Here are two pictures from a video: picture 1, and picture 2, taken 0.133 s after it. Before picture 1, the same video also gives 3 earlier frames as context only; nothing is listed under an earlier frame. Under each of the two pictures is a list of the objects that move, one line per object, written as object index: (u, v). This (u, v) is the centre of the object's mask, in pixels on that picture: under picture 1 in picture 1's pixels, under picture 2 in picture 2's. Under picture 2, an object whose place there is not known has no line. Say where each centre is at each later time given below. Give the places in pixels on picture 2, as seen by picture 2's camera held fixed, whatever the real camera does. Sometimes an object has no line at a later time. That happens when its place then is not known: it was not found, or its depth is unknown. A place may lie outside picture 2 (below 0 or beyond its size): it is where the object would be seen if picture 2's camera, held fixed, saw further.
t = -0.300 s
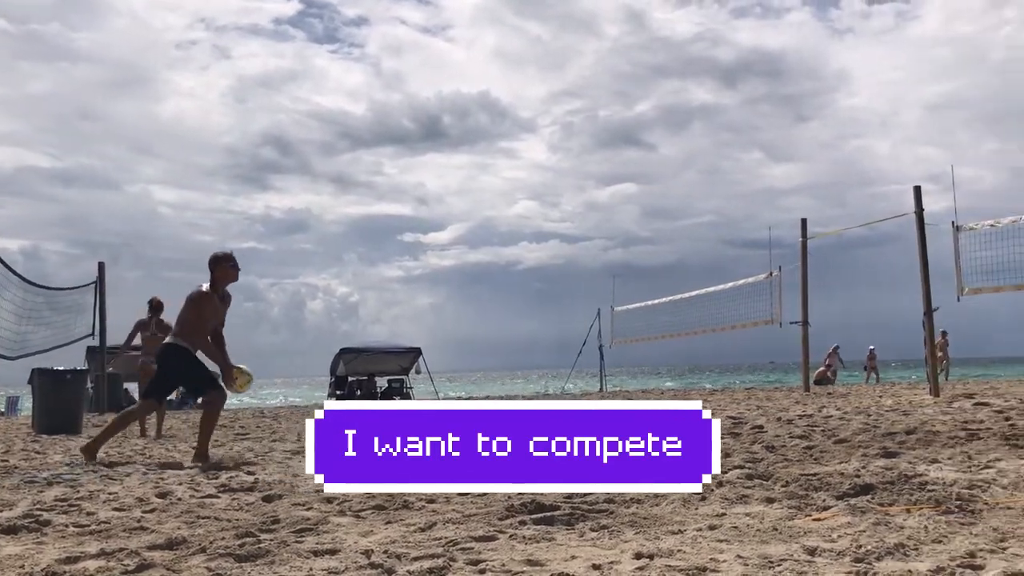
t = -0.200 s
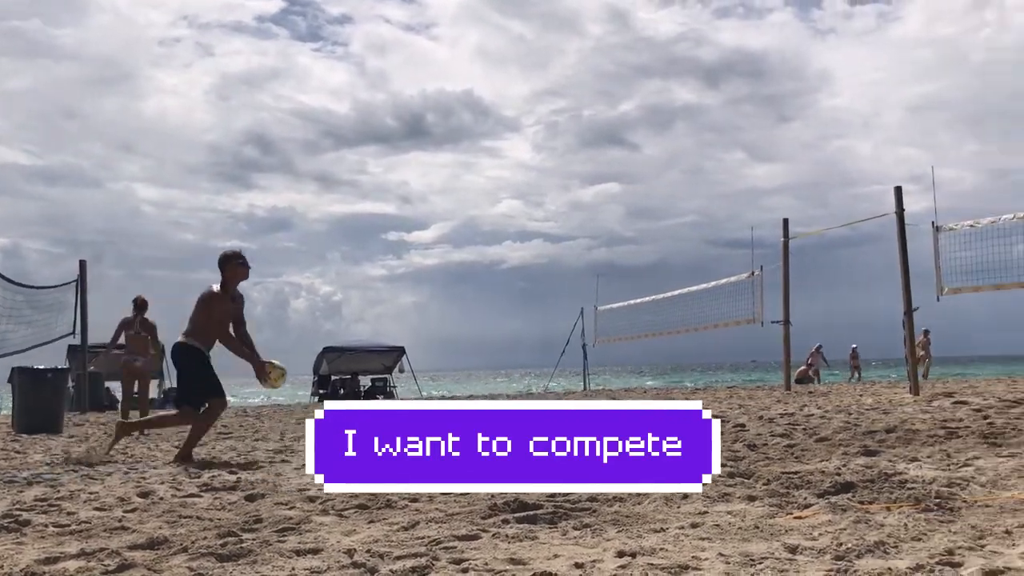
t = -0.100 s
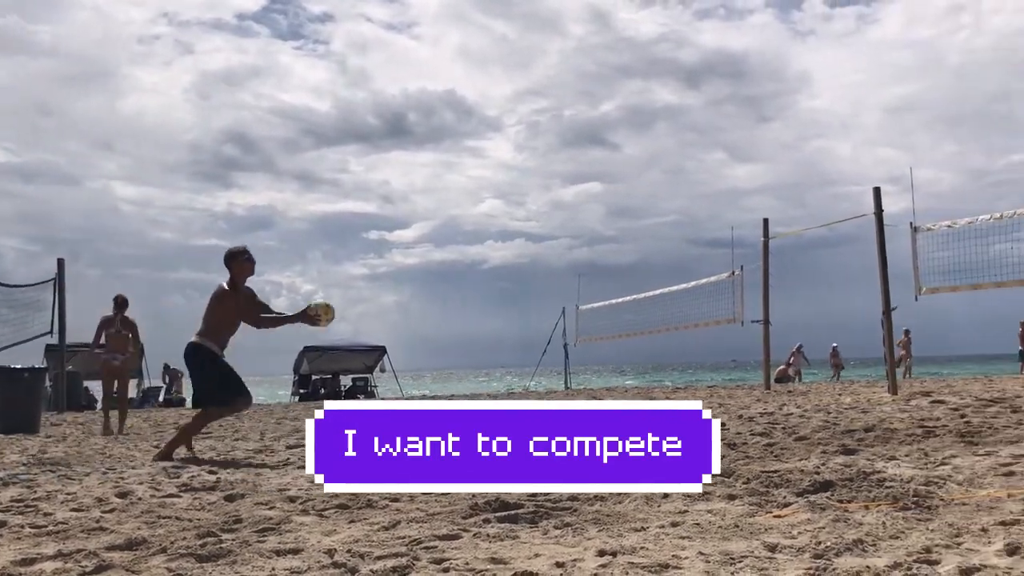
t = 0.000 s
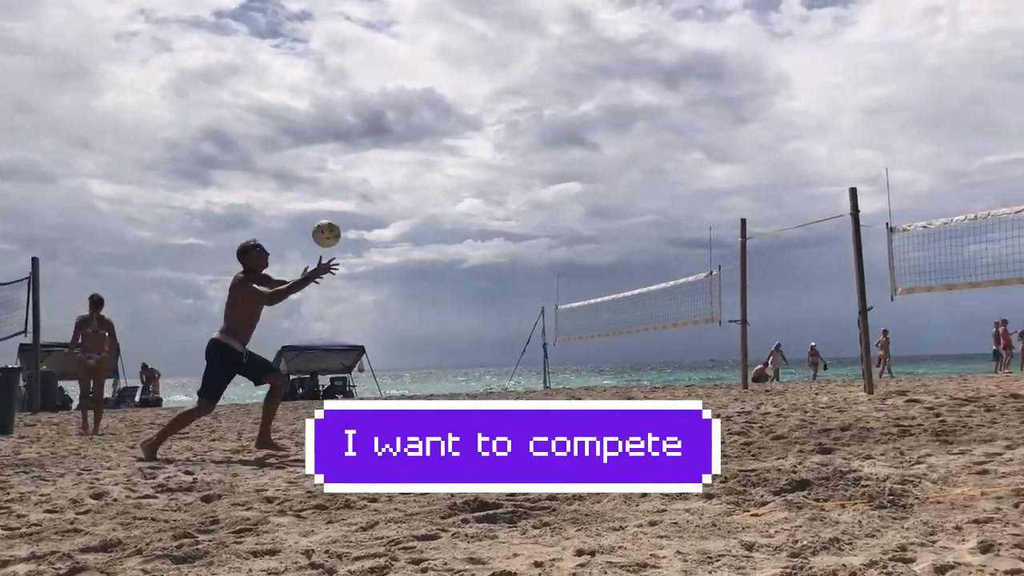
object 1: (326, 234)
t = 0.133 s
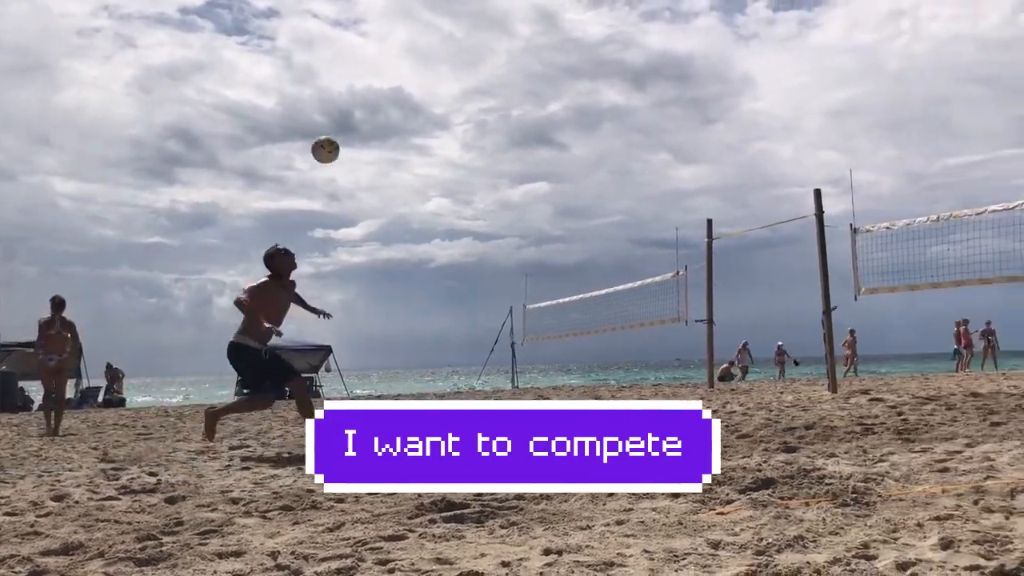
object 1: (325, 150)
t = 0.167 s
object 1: (333, 133)
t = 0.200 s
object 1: (340, 117)
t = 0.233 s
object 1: (348, 104)
